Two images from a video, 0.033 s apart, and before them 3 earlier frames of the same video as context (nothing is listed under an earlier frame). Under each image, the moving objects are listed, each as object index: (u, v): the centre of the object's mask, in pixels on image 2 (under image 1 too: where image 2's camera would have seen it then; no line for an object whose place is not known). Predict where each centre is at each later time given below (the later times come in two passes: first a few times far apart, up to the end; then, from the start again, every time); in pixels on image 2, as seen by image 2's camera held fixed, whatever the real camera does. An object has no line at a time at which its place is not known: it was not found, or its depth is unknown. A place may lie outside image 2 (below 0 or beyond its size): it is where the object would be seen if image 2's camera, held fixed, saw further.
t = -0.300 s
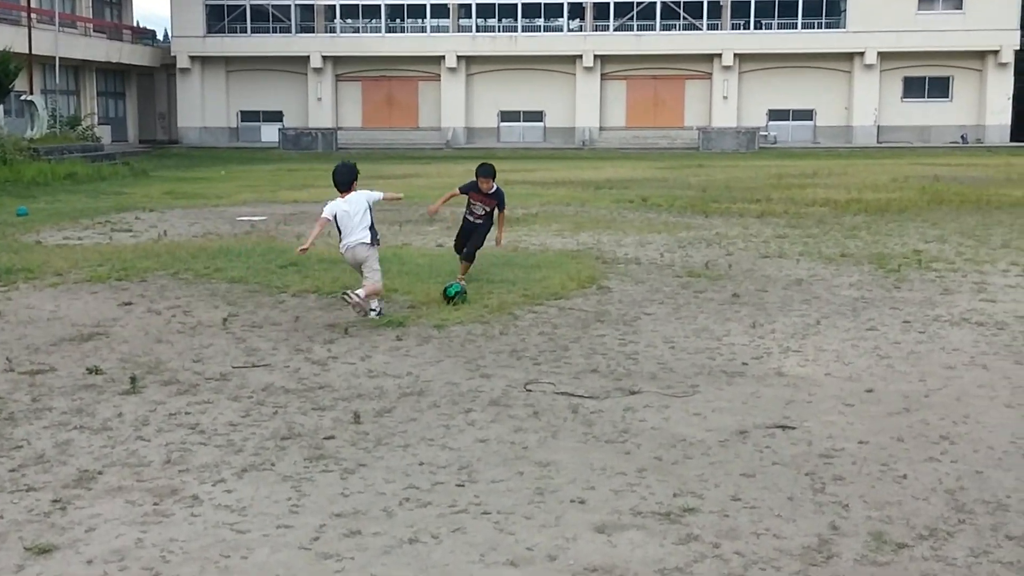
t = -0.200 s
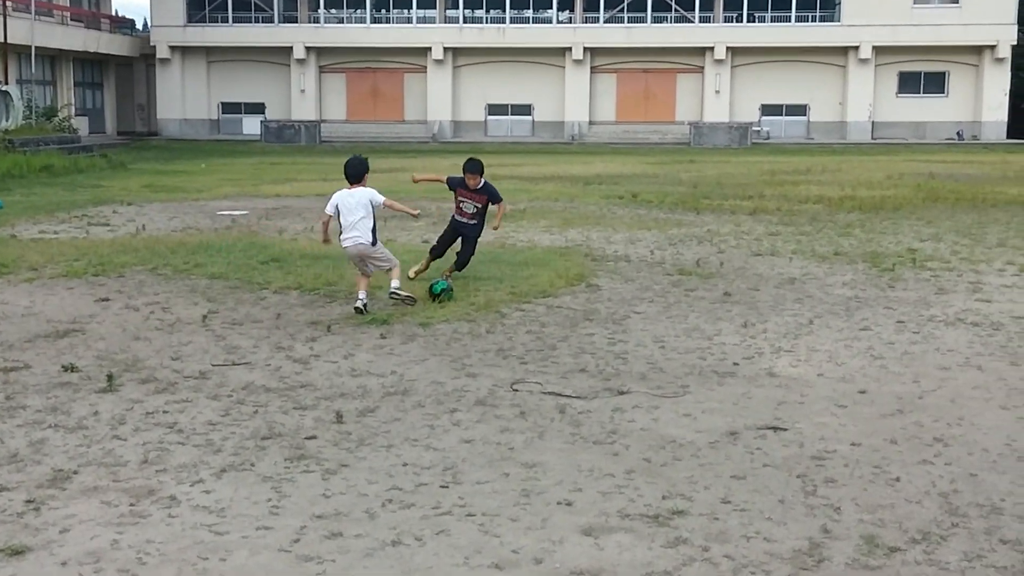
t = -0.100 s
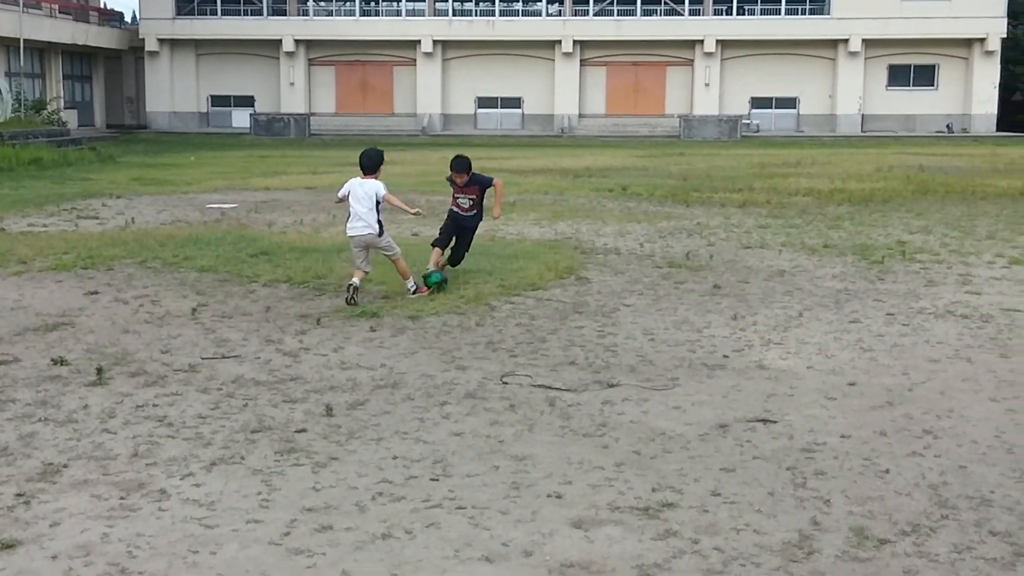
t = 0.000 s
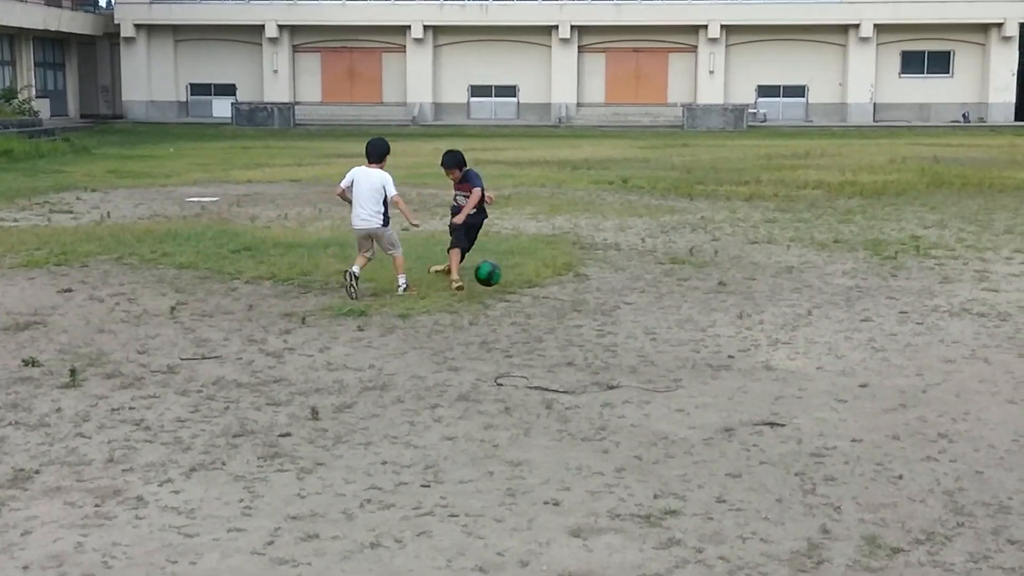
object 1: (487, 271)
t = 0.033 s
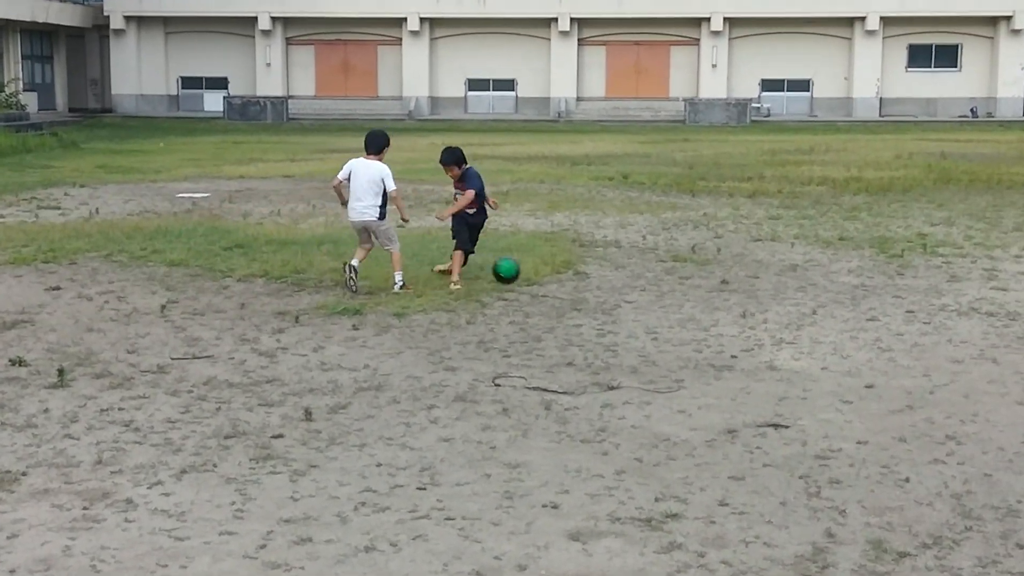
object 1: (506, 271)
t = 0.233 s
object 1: (644, 303)
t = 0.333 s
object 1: (715, 311)
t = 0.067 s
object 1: (527, 270)
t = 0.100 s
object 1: (549, 273)
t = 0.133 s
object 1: (572, 278)
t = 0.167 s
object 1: (596, 285)
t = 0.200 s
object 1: (620, 293)
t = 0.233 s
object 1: (644, 303)
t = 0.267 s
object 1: (670, 315)
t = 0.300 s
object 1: (693, 313)
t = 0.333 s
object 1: (715, 311)
